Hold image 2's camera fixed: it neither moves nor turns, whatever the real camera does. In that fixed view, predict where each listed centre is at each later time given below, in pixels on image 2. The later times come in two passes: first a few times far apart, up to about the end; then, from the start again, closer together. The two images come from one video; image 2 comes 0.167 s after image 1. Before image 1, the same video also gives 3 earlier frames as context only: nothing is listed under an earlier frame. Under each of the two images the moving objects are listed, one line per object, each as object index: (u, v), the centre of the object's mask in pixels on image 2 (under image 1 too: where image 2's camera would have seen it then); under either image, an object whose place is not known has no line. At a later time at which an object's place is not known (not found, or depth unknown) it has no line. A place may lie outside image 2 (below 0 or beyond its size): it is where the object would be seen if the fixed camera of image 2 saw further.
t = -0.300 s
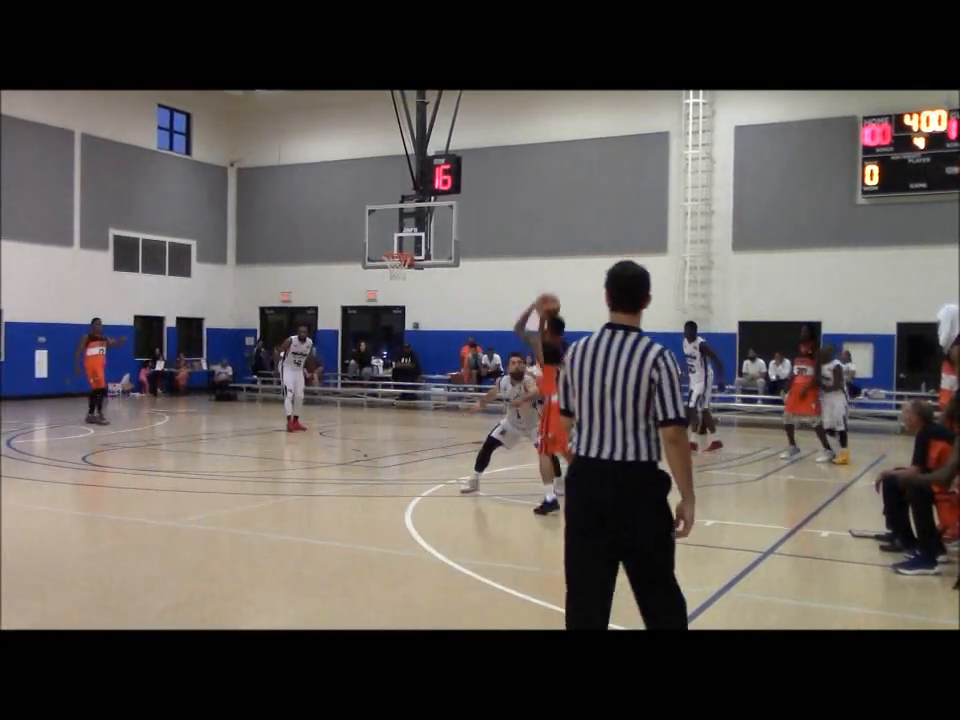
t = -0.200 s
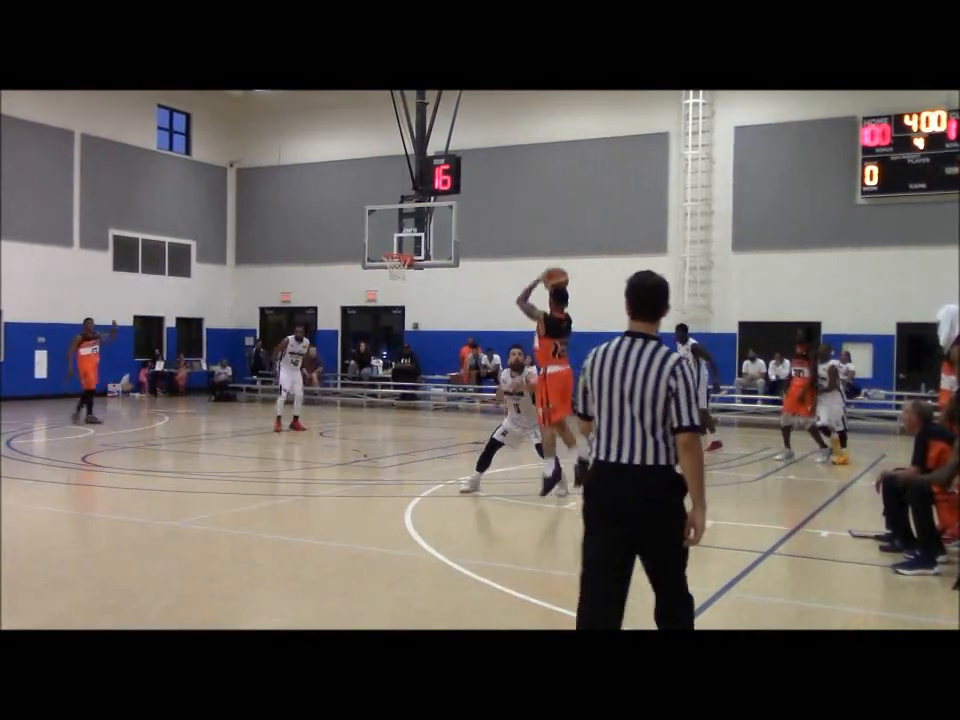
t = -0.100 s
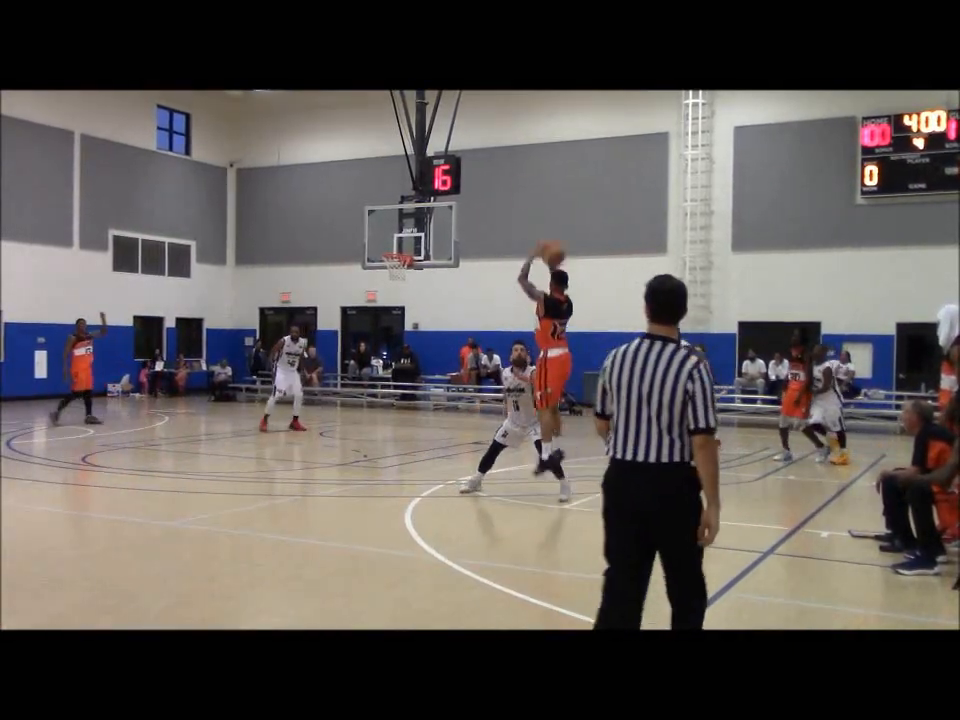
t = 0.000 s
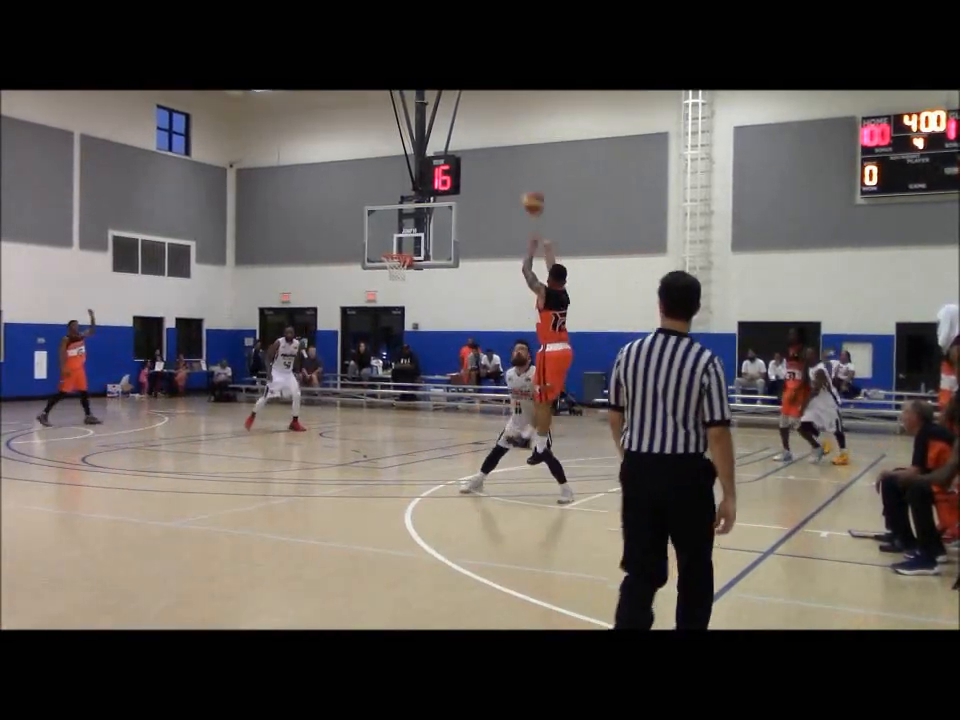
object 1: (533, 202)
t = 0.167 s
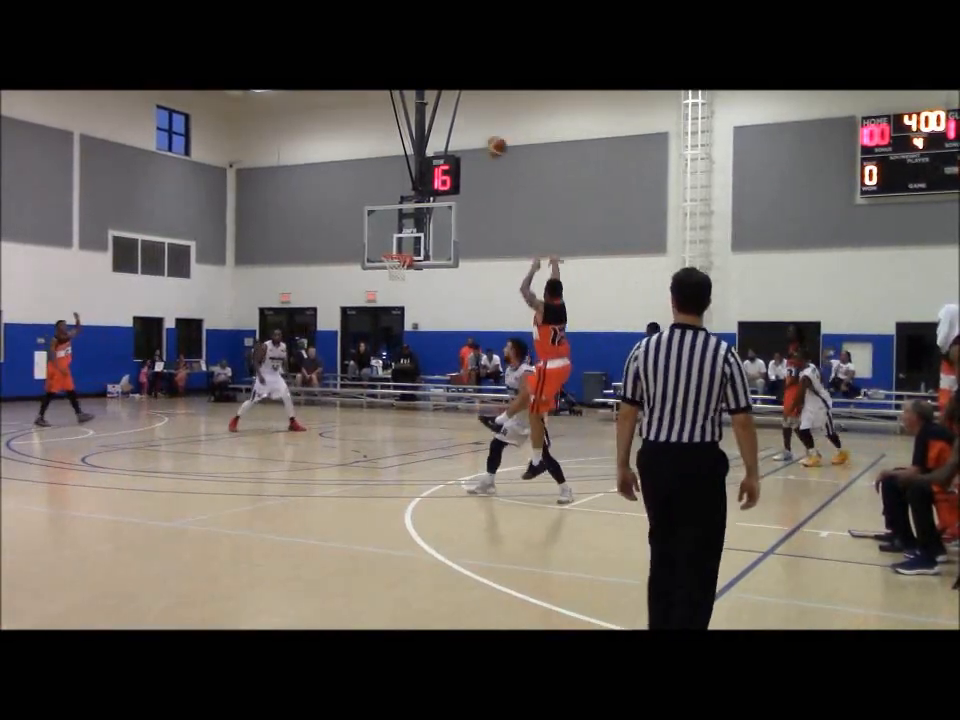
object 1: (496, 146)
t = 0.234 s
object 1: (483, 134)
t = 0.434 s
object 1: (451, 120)
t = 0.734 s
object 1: (412, 153)
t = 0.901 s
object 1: (394, 192)
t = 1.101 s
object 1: (377, 254)
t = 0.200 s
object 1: (489, 140)
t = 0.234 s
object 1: (483, 134)
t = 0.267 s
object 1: (477, 129)
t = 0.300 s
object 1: (472, 125)
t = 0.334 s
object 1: (465, 122)
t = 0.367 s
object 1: (461, 121)
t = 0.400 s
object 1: (456, 120)
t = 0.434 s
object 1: (451, 120)
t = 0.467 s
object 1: (446, 121)
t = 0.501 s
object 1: (441, 123)
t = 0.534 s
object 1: (437, 126)
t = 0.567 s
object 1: (433, 129)
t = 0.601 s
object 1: (427, 133)
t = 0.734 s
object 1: (412, 153)
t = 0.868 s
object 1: (398, 183)
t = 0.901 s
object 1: (394, 192)
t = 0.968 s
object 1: (389, 211)
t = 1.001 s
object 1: (386, 220)
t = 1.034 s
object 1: (383, 231)
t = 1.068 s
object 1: (379, 242)
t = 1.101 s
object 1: (377, 254)
